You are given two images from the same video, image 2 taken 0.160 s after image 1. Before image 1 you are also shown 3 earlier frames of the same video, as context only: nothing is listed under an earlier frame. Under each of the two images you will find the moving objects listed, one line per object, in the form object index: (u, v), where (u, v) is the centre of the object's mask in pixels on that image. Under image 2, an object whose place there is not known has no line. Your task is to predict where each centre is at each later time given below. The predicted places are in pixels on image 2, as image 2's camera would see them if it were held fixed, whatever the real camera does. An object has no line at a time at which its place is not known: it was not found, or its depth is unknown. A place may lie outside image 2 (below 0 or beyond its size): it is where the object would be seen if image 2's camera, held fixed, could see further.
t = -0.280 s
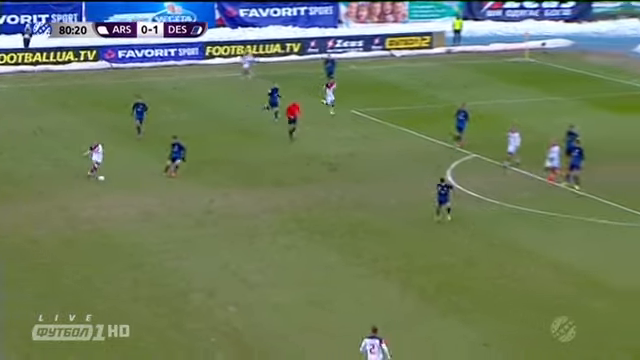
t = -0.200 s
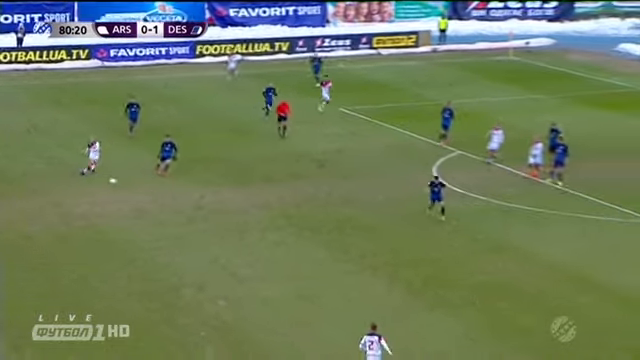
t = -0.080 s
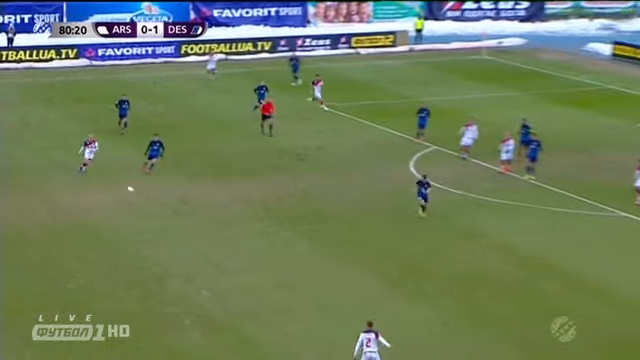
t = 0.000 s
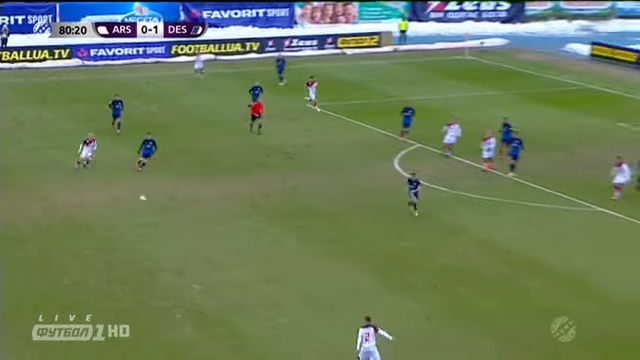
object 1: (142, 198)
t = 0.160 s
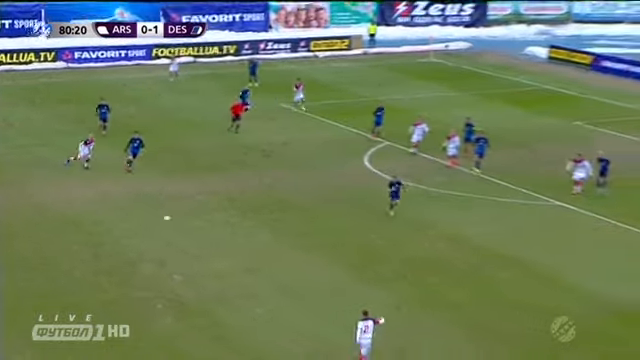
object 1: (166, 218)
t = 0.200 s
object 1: (176, 218)
